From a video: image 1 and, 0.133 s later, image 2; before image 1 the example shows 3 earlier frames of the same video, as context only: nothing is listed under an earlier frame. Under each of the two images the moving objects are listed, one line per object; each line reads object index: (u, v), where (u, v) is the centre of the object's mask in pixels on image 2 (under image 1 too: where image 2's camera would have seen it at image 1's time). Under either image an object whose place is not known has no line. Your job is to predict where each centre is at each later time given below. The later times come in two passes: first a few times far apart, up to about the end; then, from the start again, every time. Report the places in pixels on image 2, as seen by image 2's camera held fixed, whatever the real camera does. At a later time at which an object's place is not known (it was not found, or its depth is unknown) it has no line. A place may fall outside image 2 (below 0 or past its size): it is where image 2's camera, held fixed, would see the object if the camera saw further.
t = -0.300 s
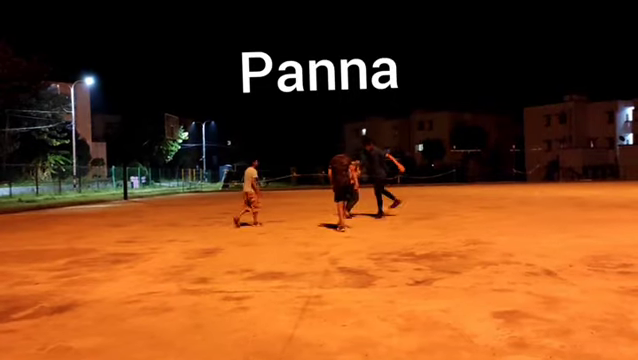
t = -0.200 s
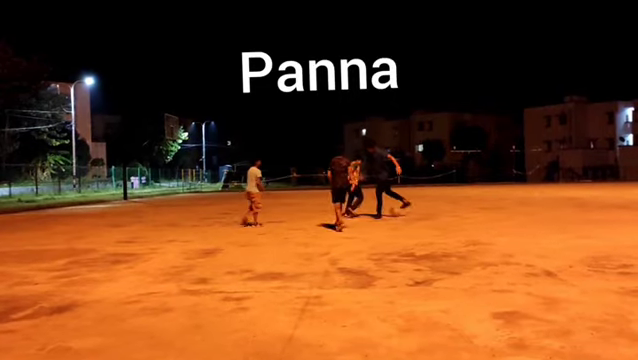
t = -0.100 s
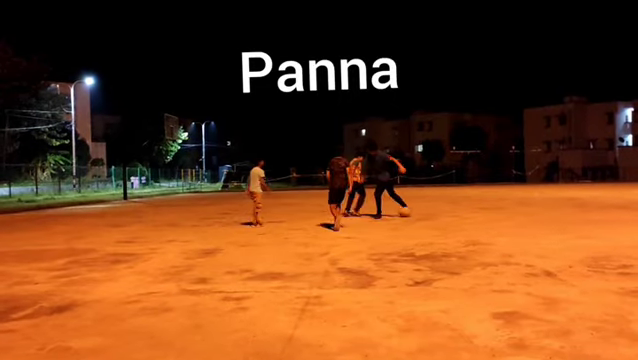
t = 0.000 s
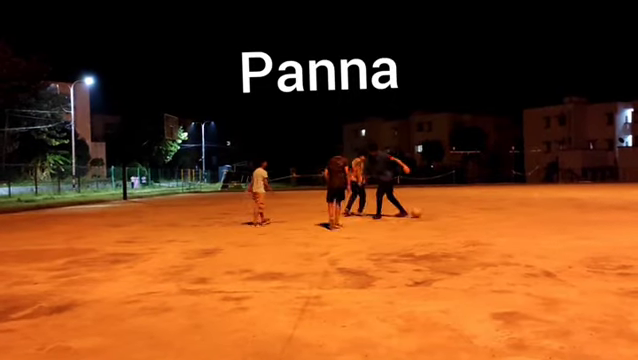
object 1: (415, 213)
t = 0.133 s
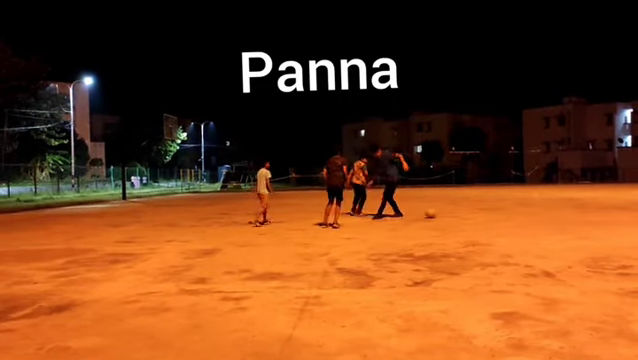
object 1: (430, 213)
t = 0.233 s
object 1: (441, 213)
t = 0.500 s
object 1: (472, 213)
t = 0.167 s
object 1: (434, 213)
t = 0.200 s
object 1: (438, 213)
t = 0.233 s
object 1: (441, 213)
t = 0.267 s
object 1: (444, 213)
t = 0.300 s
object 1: (448, 213)
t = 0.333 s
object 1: (452, 213)
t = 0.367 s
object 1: (456, 213)
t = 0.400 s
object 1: (460, 213)
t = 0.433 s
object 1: (464, 213)
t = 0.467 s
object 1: (468, 213)
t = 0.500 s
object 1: (472, 213)
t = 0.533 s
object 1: (476, 213)
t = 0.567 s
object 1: (480, 213)
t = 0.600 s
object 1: (484, 213)
